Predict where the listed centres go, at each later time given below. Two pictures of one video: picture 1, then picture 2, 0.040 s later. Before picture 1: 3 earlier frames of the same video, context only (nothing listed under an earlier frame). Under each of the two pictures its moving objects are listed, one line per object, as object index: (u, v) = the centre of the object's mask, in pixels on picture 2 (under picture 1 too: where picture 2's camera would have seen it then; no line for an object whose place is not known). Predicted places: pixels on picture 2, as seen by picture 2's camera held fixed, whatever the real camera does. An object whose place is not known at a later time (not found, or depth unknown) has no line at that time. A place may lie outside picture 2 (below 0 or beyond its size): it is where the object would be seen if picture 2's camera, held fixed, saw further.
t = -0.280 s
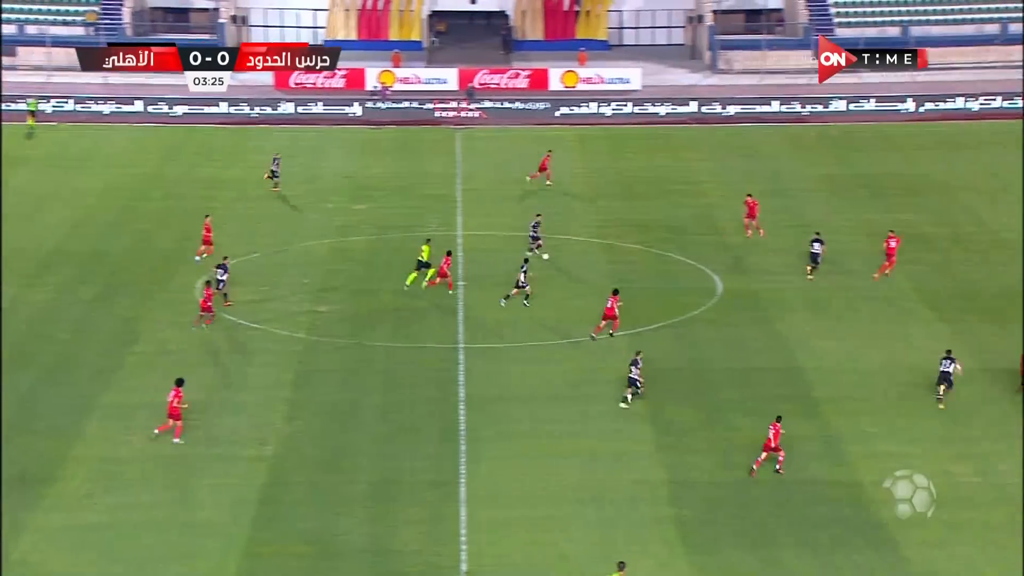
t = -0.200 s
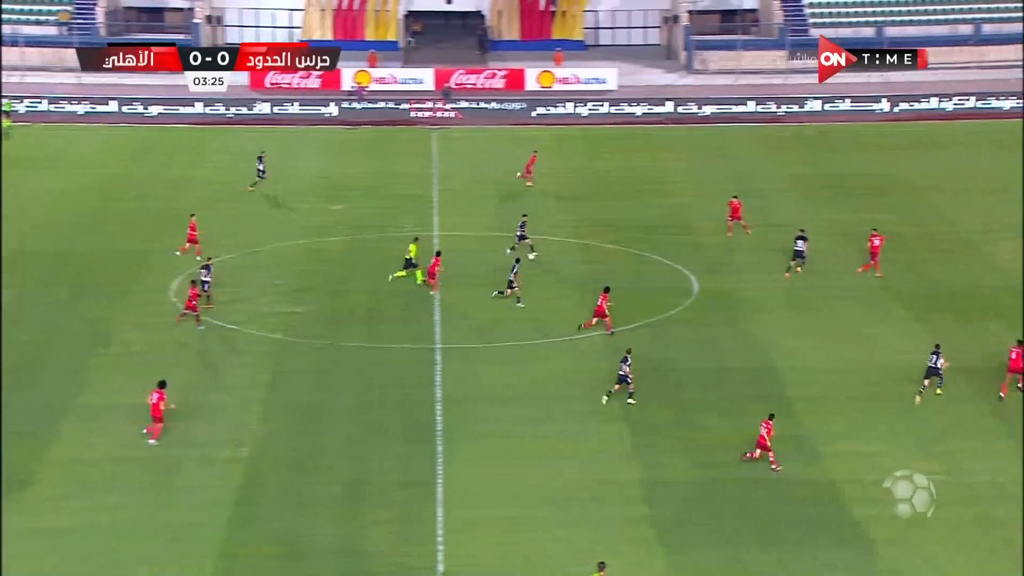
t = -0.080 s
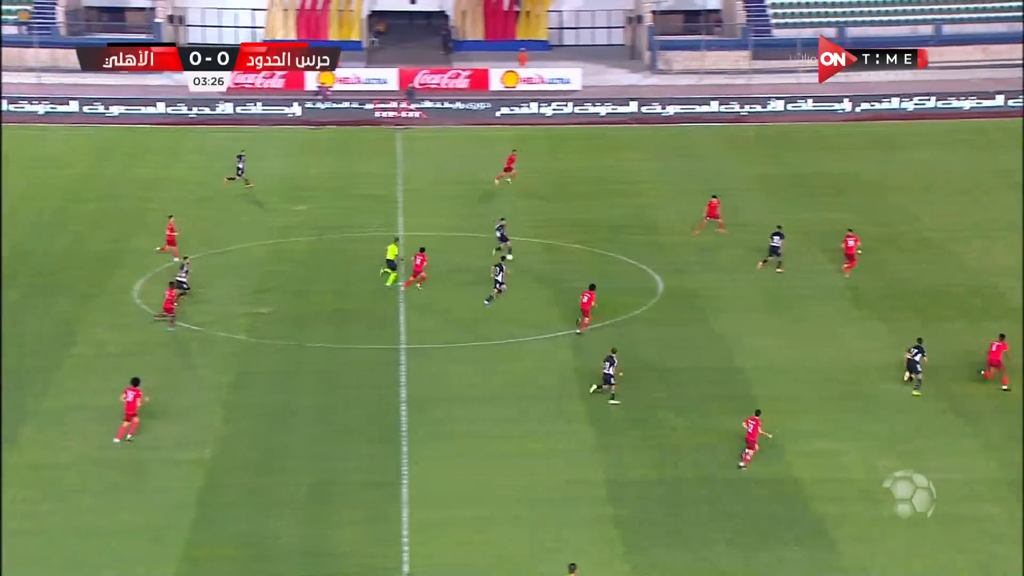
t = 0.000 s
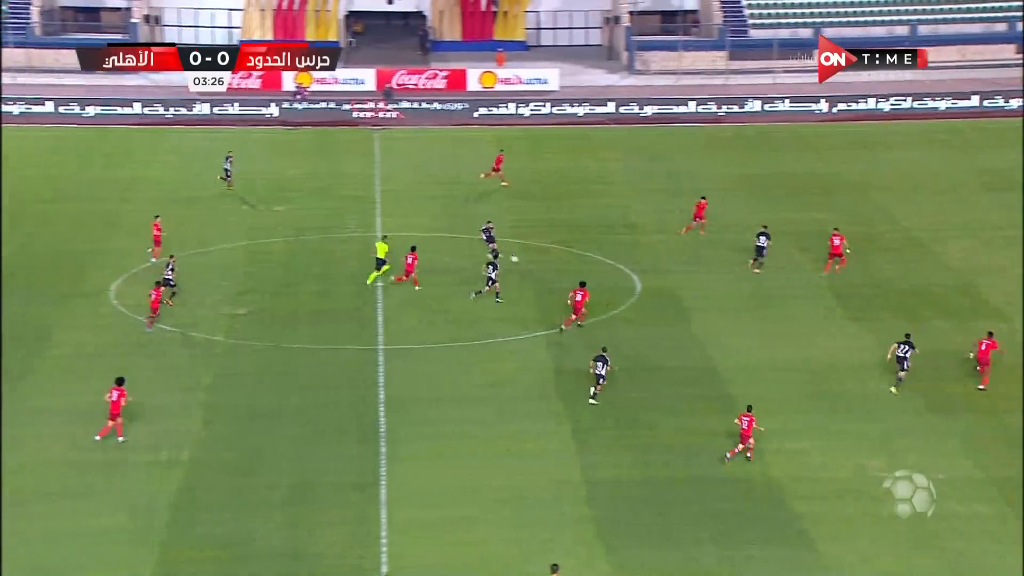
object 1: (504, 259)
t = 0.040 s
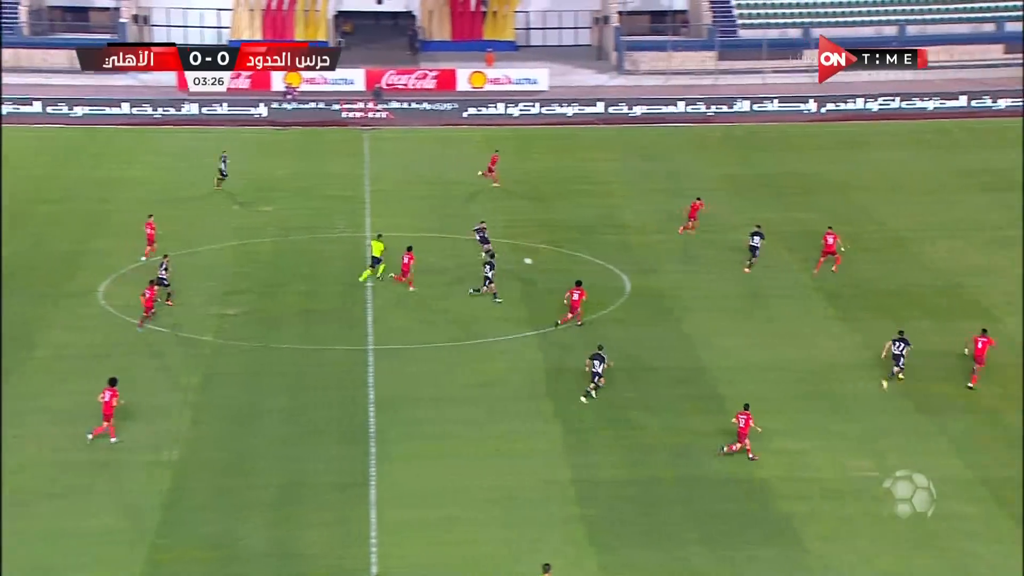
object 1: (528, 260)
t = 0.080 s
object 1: (552, 263)
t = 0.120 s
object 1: (577, 266)
